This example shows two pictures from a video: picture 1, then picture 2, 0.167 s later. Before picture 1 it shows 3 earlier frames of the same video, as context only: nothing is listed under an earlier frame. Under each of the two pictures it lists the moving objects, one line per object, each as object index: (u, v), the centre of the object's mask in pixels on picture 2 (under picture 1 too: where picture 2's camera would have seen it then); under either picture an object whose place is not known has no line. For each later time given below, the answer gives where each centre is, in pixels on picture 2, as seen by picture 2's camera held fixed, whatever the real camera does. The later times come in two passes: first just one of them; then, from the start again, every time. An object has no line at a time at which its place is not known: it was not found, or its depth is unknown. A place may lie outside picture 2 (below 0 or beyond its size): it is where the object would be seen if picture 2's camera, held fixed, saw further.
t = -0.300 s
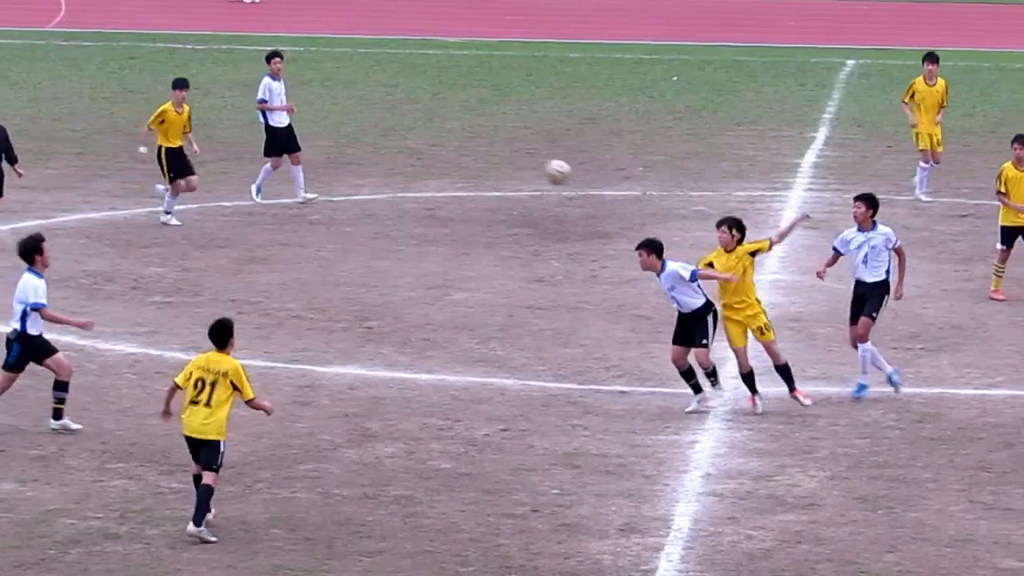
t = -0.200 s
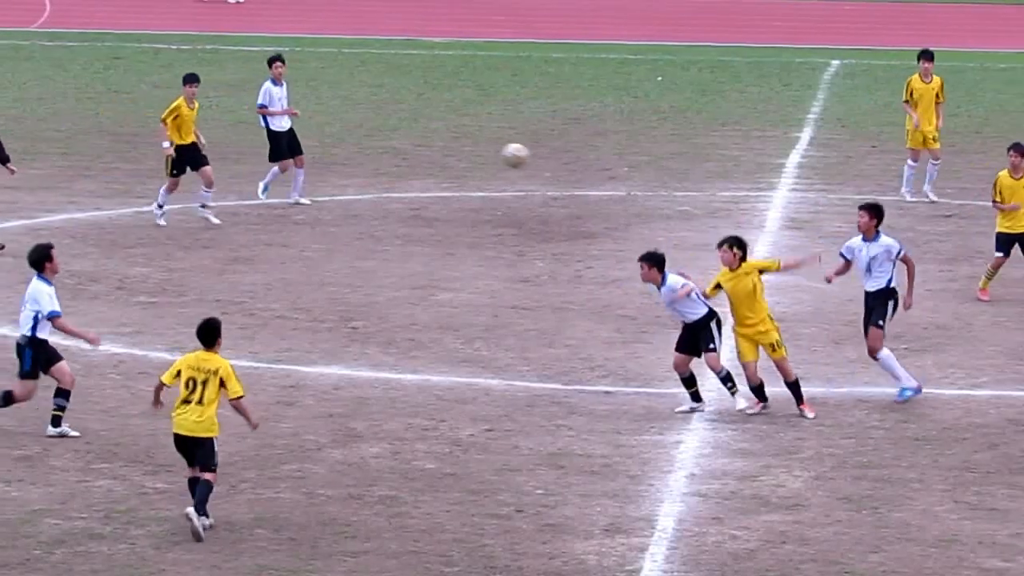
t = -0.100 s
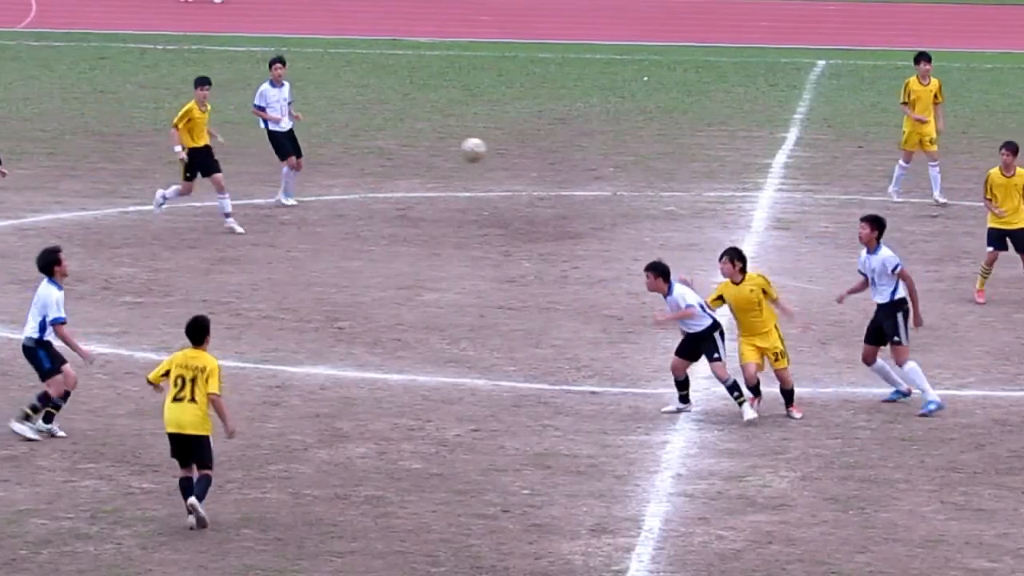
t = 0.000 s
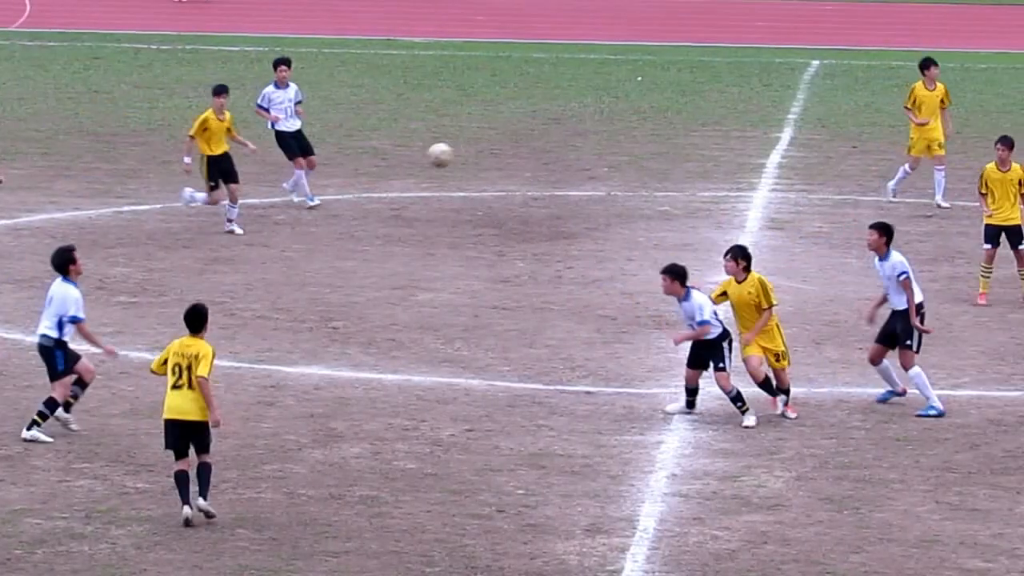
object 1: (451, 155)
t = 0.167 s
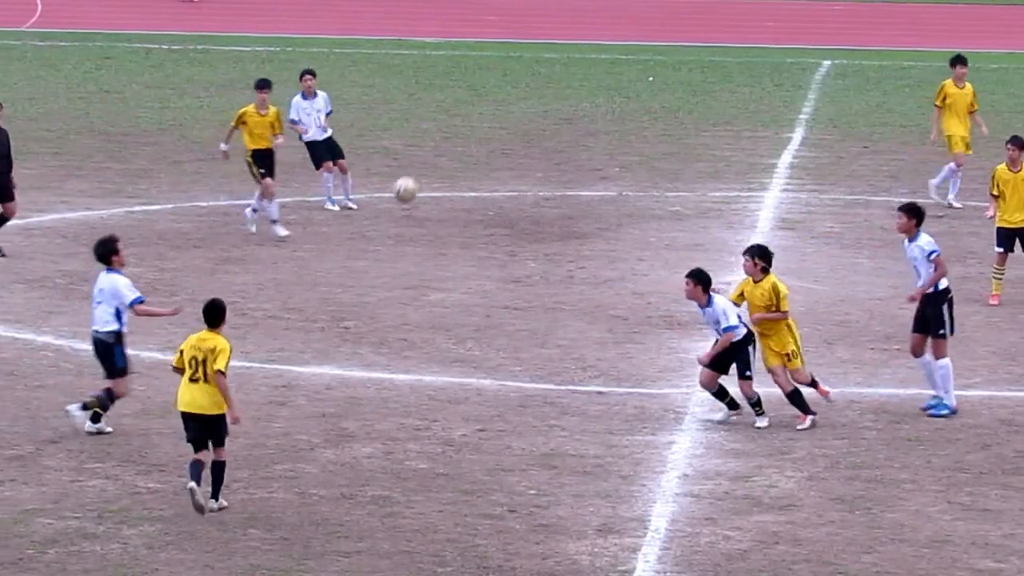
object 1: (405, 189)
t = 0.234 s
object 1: (387, 211)
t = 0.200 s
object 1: (396, 199)
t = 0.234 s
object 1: (387, 211)
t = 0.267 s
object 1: (377, 225)
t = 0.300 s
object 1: (368, 239)
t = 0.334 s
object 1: (359, 254)
